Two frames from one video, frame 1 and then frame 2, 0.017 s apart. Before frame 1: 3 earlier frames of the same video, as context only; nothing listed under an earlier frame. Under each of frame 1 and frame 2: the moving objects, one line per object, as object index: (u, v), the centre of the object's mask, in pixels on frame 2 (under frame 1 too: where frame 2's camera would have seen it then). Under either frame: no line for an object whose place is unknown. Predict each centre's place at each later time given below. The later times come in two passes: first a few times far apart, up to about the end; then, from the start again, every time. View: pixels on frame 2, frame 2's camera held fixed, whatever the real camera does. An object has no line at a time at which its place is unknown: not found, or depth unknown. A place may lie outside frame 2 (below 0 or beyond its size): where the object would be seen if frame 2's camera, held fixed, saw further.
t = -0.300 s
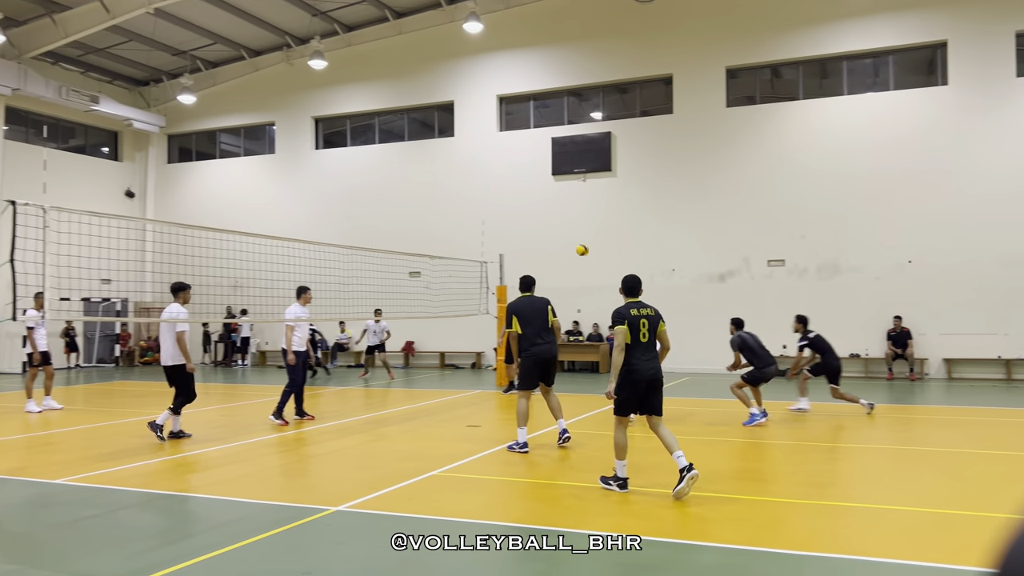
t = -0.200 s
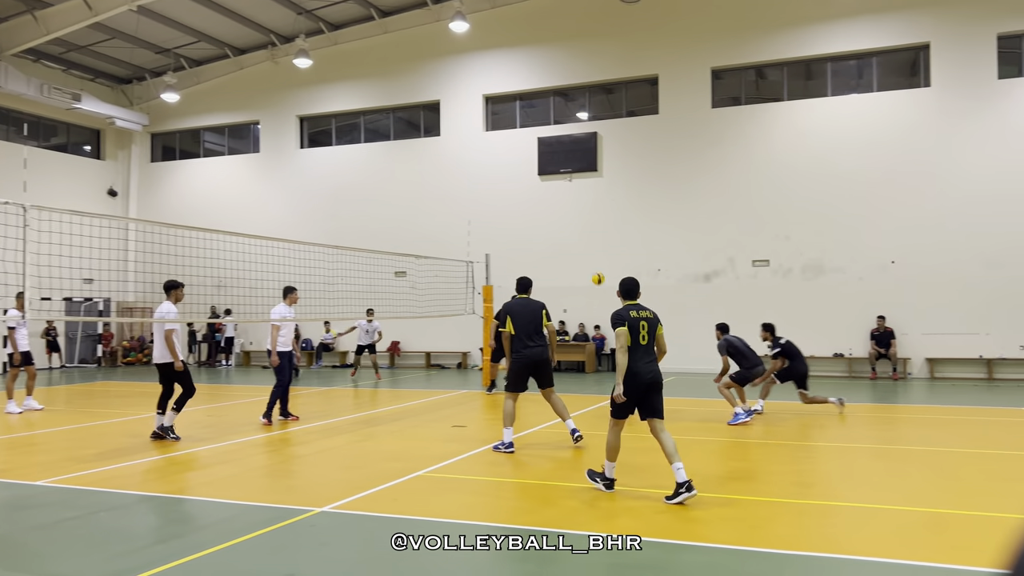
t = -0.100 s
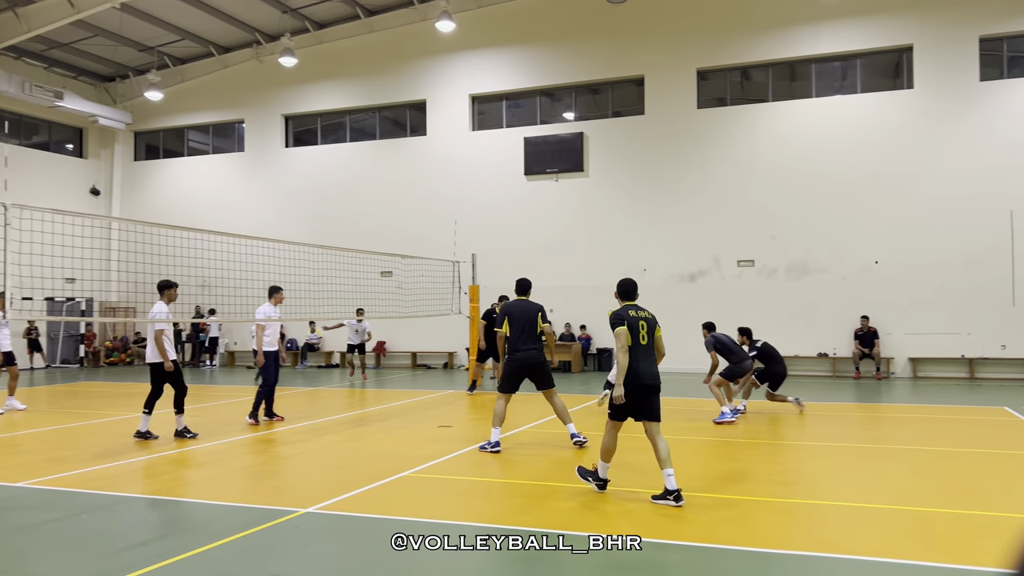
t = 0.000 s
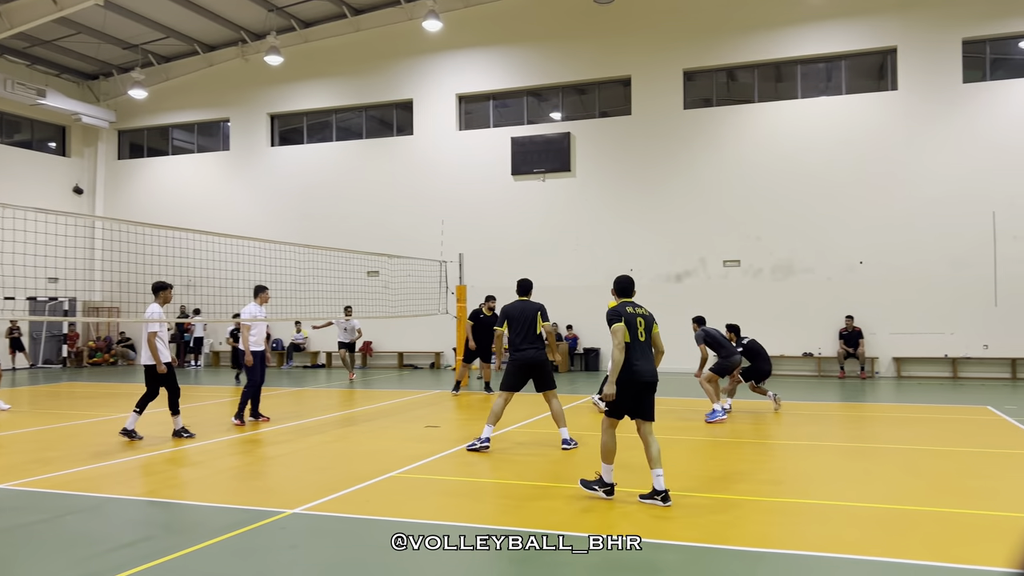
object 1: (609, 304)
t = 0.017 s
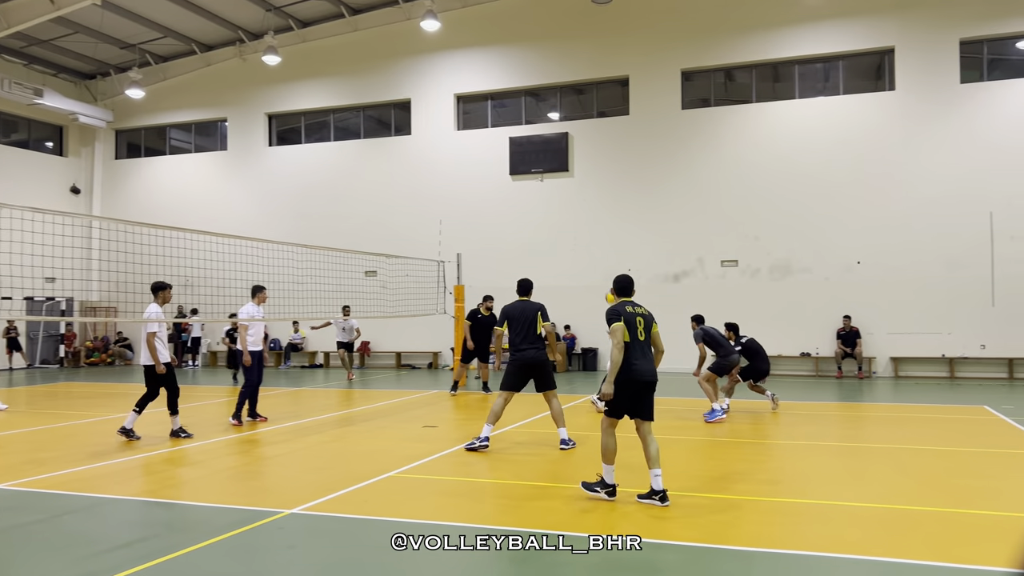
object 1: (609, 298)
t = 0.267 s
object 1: (598, 177)
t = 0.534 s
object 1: (588, 93)
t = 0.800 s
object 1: (580, 54)
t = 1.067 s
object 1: (573, 59)
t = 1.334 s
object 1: (563, 110)
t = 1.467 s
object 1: (559, 153)
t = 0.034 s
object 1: (609, 288)
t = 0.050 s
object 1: (609, 278)
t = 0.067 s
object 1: (608, 269)
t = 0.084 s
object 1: (608, 261)
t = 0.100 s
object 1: (607, 252)
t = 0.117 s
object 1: (606, 244)
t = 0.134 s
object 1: (605, 236)
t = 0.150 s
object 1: (604, 228)
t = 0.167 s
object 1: (603, 220)
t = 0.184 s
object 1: (603, 212)
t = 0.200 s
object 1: (602, 205)
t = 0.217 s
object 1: (601, 197)
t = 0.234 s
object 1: (600, 191)
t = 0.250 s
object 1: (600, 184)
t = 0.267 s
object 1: (598, 177)
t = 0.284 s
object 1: (598, 171)
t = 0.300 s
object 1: (598, 164)
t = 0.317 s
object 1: (597, 158)
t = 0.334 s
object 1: (596, 152)
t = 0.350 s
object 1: (595, 146)
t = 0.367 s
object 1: (594, 140)
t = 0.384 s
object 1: (594, 135)
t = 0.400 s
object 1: (593, 129)
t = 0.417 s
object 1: (593, 124)
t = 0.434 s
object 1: (592, 119)
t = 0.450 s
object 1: (591, 114)
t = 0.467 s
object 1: (591, 110)
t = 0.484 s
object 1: (590, 106)
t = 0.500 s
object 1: (589, 101)
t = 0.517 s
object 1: (589, 98)
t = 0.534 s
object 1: (588, 93)
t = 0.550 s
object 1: (588, 90)
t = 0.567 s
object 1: (587, 86)
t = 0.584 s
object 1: (586, 83)
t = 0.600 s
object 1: (586, 80)
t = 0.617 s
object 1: (585, 76)
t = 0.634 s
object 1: (585, 73)
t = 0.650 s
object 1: (584, 70)
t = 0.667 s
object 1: (584, 68)
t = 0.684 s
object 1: (583, 66)
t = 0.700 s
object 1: (582, 63)
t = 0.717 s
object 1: (582, 61)
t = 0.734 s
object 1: (581, 59)
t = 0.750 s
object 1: (581, 58)
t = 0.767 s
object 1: (581, 56)
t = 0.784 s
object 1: (580, 55)
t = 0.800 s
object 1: (580, 54)
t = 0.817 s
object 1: (579, 53)
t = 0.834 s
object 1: (579, 52)
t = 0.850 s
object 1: (579, 51)
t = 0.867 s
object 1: (578, 51)
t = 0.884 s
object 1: (577, 51)
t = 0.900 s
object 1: (577, 51)
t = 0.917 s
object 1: (577, 51)
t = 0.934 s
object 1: (576, 51)
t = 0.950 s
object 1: (576, 51)
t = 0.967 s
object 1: (576, 52)
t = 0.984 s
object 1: (575, 53)
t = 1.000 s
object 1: (575, 53)
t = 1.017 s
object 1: (574, 55)
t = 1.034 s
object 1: (573, 56)
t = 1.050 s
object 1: (572, 57)
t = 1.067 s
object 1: (573, 59)
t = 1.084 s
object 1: (572, 61)
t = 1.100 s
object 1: (572, 63)
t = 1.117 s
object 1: (569, 65)
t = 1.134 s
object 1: (571, 68)
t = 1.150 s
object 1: (568, 70)
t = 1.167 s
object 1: (569, 73)
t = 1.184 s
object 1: (567, 75)
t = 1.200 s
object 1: (568, 79)
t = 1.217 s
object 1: (568, 82)
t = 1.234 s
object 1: (567, 86)
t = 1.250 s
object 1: (567, 89)
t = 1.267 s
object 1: (565, 93)
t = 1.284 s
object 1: (565, 97)
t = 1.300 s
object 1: (564, 101)
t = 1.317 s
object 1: (563, 106)
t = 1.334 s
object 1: (563, 110)
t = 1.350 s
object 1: (563, 115)
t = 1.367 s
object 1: (563, 119)
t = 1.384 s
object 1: (563, 124)
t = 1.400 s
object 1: (562, 130)
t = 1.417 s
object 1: (561, 136)
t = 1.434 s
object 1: (560, 141)
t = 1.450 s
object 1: (560, 146)
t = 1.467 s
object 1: (559, 153)
